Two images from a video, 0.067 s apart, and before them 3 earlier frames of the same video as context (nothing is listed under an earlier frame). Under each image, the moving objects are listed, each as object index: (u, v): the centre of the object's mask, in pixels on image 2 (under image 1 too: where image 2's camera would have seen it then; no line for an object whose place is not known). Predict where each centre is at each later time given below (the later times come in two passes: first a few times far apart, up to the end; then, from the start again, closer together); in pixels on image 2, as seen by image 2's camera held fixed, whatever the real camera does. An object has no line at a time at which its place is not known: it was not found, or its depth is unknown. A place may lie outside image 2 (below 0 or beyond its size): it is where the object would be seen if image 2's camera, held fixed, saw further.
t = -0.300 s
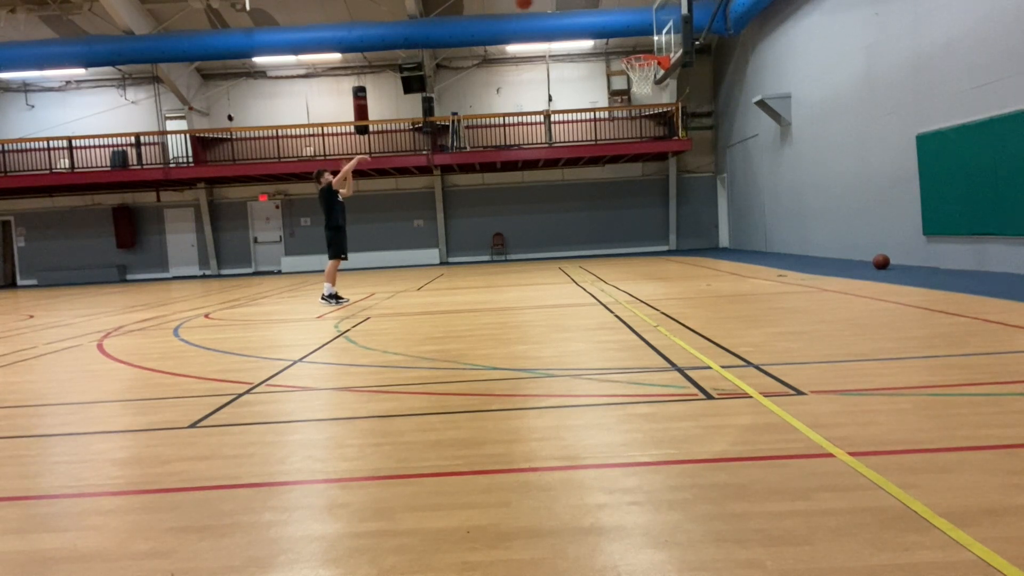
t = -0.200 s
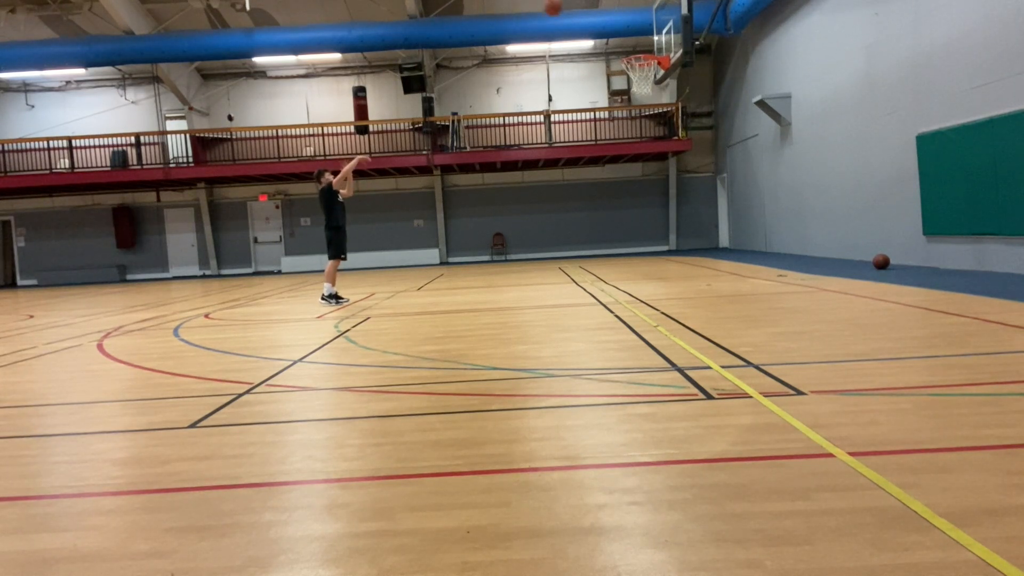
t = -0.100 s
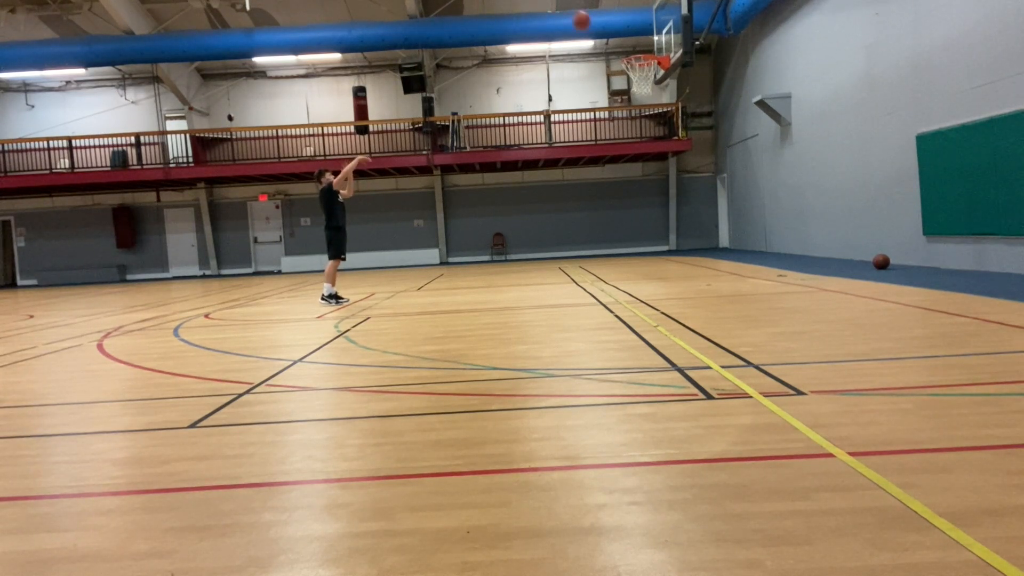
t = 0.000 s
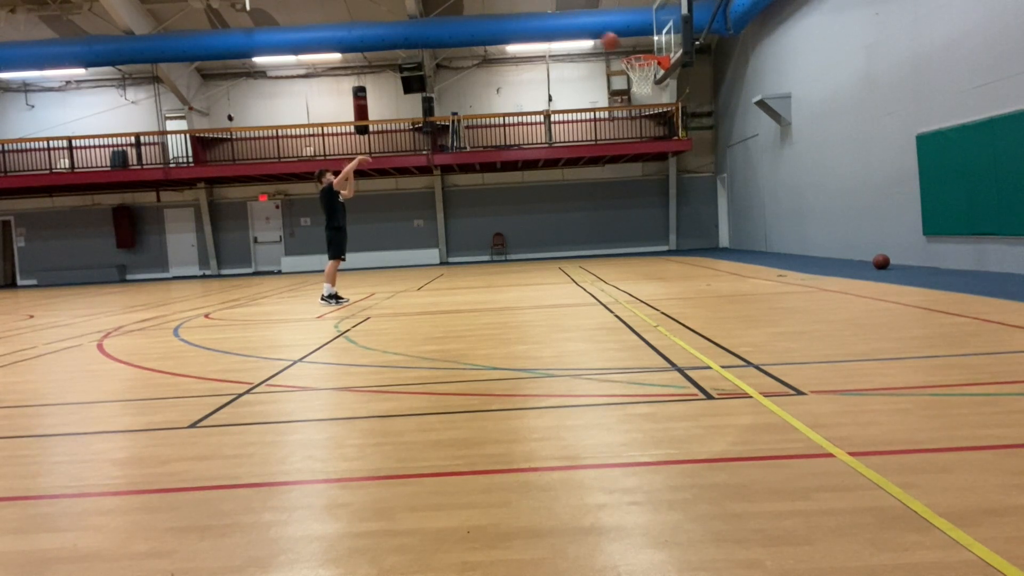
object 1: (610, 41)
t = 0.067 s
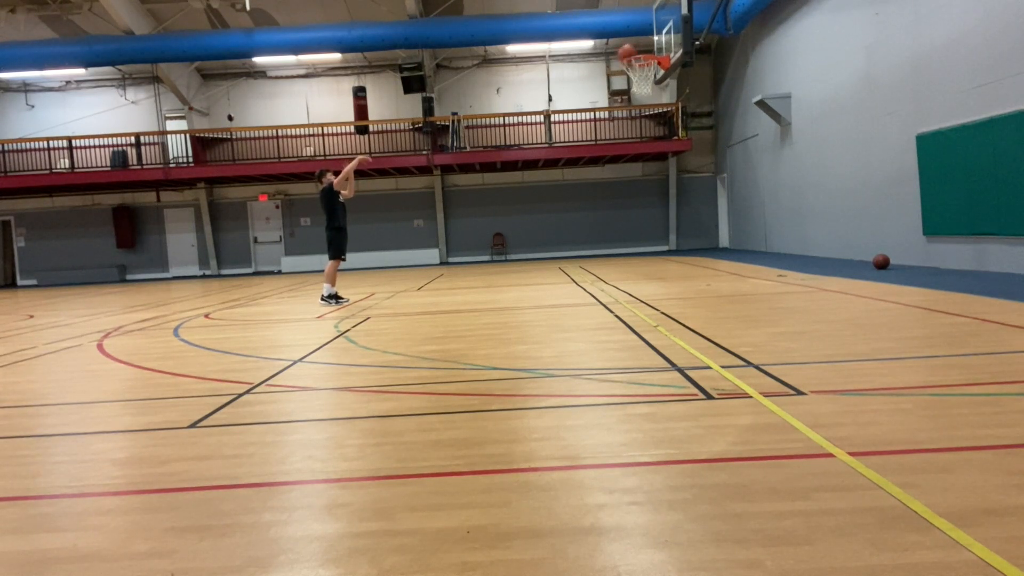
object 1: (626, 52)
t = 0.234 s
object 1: (652, 40)
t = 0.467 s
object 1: (641, 46)
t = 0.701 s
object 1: (645, 68)
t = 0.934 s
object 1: (647, 106)
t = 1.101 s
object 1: (647, 153)
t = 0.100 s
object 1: (631, 49)
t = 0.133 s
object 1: (636, 46)
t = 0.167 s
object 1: (641, 44)
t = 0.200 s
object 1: (646, 41)
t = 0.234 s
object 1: (652, 40)
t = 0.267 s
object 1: (657, 40)
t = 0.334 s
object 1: (653, 39)
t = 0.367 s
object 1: (650, 40)
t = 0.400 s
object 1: (645, 42)
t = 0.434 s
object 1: (643, 44)
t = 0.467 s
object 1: (641, 46)
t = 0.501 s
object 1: (635, 49)
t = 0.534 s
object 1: (631, 51)
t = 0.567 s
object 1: (633, 52)
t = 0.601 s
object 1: (637, 57)
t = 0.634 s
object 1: (639, 62)
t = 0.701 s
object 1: (645, 68)
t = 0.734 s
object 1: (645, 70)
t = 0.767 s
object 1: (645, 72)
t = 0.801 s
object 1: (646, 80)
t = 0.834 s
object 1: (646, 86)
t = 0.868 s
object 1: (646, 94)
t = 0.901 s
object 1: (646, 97)
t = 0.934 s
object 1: (647, 106)
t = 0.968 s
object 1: (646, 113)
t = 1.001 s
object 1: (647, 121)
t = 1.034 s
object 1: (647, 132)
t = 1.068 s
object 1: (647, 143)
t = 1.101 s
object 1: (647, 153)
